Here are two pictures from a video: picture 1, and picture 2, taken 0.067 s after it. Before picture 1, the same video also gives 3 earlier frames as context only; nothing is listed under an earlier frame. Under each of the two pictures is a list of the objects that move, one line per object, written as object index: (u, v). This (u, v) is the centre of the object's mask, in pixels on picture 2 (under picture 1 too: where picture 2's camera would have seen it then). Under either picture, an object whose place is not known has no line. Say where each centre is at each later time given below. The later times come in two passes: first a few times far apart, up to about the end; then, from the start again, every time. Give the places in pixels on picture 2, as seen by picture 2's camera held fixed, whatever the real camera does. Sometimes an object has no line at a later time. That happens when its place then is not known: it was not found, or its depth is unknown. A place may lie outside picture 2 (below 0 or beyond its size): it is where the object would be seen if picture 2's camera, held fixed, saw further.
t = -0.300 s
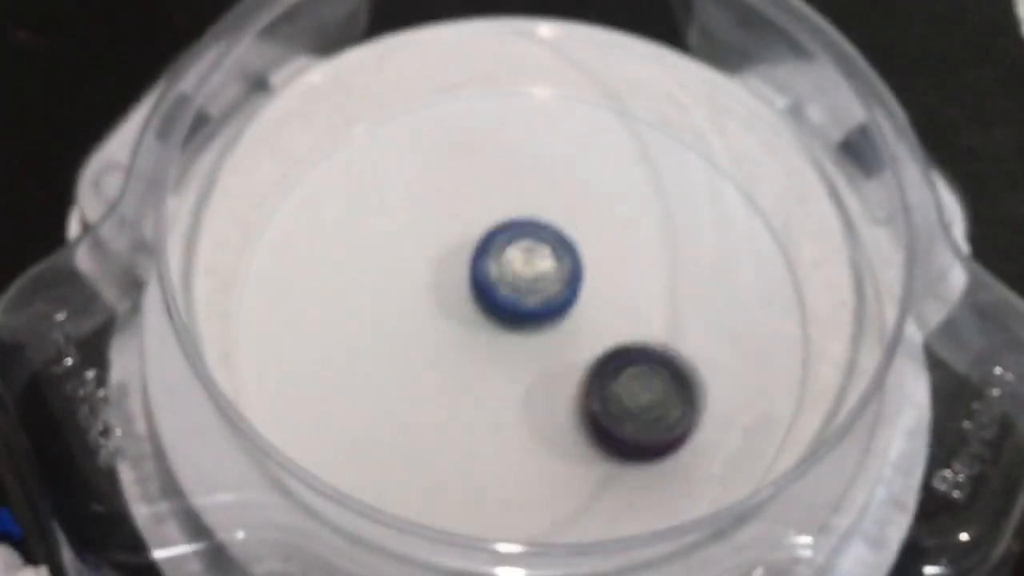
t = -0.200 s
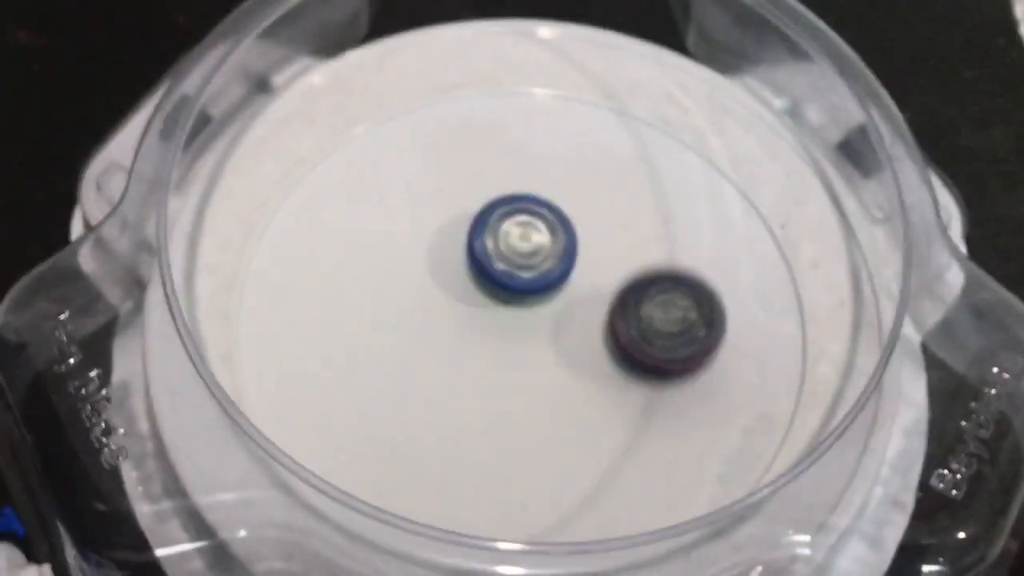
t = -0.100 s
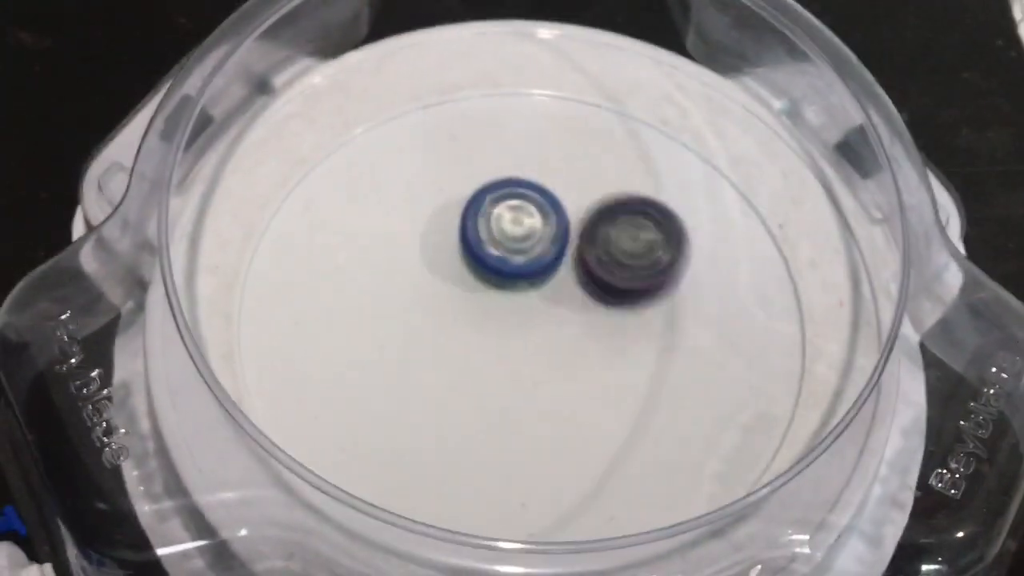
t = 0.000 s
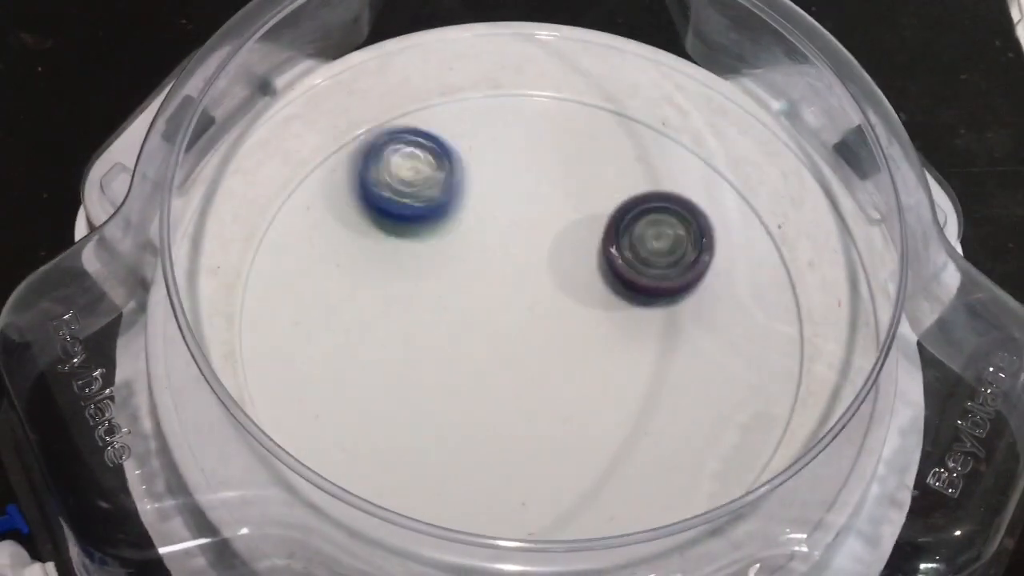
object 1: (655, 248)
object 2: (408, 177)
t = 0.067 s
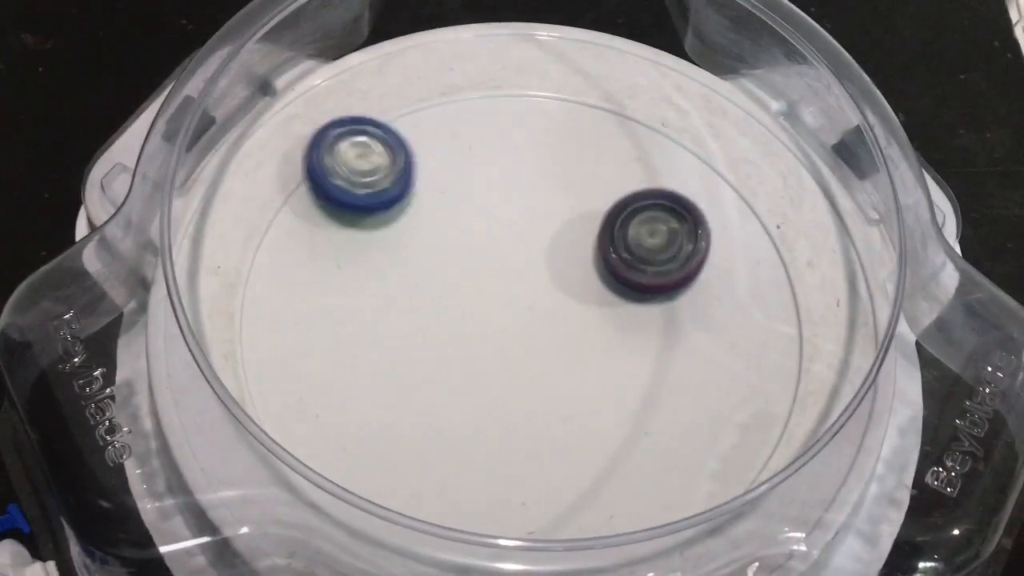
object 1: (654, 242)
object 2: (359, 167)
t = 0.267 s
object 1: (600, 253)
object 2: (327, 235)
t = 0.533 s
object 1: (535, 359)
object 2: (432, 307)
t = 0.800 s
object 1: (573, 407)
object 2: (520, 297)
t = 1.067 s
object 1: (543, 388)
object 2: (578, 289)
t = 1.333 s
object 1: (469, 352)
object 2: (596, 300)
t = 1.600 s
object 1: (464, 326)
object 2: (581, 322)
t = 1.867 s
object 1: (445, 292)
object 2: (586, 360)
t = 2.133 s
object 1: (476, 270)
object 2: (553, 367)
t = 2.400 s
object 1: (564, 248)
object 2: (507, 377)
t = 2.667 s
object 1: (558, 259)
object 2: (479, 353)
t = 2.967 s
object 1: (574, 298)
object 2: (442, 315)
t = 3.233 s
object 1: (551, 369)
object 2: (451, 285)
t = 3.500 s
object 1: (527, 393)
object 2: (497, 266)
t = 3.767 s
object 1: (485, 357)
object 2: (551, 266)
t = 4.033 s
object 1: (457, 294)
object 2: (587, 290)
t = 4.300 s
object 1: (472, 254)
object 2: (591, 323)
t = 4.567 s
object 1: (519, 256)
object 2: (563, 351)
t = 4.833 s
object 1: (571, 271)
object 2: (519, 369)
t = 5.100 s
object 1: (583, 312)
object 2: (475, 351)
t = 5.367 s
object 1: (562, 350)
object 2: (449, 313)
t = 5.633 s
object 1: (523, 363)
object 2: (462, 271)
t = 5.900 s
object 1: (487, 351)
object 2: (508, 245)
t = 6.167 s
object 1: (466, 322)
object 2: (575, 246)
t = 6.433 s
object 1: (485, 298)
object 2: (618, 282)
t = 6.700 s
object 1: (517, 278)
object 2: (624, 337)
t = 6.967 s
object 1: (536, 279)
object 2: (570, 382)
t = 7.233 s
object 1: (540, 283)
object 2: (486, 383)
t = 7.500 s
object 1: (537, 300)
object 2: (430, 335)
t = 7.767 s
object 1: (536, 323)
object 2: (426, 271)
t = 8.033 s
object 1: (522, 334)
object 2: (486, 232)
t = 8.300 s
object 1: (485, 354)
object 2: (581, 228)
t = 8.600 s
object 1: (446, 378)
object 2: (627, 296)
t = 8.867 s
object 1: (460, 330)
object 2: (599, 368)
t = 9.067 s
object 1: (464, 286)
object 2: (591, 432)
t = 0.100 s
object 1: (648, 240)
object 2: (343, 172)
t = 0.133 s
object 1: (642, 236)
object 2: (331, 181)
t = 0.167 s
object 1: (632, 239)
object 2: (323, 194)
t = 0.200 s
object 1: (622, 242)
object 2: (321, 207)
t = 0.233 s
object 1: (611, 246)
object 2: (322, 220)
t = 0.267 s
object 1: (600, 253)
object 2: (327, 235)
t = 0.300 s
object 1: (588, 264)
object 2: (334, 248)
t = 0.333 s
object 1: (576, 276)
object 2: (344, 260)
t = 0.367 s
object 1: (565, 290)
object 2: (356, 272)
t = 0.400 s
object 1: (556, 305)
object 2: (369, 282)
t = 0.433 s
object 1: (548, 319)
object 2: (384, 290)
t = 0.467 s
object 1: (541, 333)
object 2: (400, 298)
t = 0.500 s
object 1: (537, 347)
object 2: (416, 304)
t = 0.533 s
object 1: (535, 359)
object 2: (432, 307)
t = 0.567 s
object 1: (539, 377)
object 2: (444, 307)
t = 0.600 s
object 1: (541, 389)
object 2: (456, 305)
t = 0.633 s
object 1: (546, 396)
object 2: (468, 303)
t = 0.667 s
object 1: (556, 400)
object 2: (480, 302)
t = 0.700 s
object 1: (561, 405)
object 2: (490, 301)
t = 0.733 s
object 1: (566, 408)
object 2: (500, 300)
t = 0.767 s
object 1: (570, 408)
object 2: (510, 299)
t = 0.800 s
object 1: (573, 407)
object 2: (520, 297)
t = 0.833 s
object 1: (575, 406)
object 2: (529, 296)
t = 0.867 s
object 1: (577, 405)
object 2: (538, 295)
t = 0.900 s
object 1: (576, 404)
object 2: (546, 293)
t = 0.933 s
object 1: (571, 403)
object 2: (553, 293)
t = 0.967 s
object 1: (566, 400)
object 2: (560, 292)
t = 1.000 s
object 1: (560, 397)
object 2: (567, 291)
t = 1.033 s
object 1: (551, 392)
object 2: (573, 290)
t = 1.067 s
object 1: (543, 388)
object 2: (578, 289)
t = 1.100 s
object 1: (534, 383)
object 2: (583, 289)
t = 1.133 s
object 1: (522, 379)
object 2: (587, 290)
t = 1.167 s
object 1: (510, 374)
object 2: (590, 291)
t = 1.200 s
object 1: (500, 370)
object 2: (592, 292)
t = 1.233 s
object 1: (491, 365)
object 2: (594, 294)
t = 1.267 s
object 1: (481, 360)
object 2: (595, 296)
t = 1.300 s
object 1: (475, 356)
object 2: (596, 297)
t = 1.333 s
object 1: (469, 352)
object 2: (596, 300)
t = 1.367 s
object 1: (465, 349)
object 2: (595, 302)
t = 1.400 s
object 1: (462, 345)
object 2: (595, 304)
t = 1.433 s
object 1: (461, 343)
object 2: (593, 307)
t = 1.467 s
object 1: (461, 340)
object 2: (591, 310)
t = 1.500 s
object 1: (461, 337)
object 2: (589, 313)
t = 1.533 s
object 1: (461, 333)
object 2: (586, 316)
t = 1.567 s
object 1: (463, 330)
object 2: (583, 319)
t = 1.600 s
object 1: (464, 326)
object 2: (581, 322)
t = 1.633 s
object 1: (461, 321)
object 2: (582, 325)
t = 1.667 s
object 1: (459, 316)
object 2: (582, 328)
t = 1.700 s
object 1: (460, 312)
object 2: (580, 331)
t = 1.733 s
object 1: (461, 310)
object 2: (577, 334)
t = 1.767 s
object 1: (460, 307)
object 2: (576, 339)
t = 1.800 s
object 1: (452, 300)
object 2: (583, 348)
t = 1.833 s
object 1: (447, 295)
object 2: (586, 355)
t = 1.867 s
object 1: (445, 292)
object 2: (586, 360)
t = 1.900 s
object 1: (445, 290)
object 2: (584, 363)
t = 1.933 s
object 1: (445, 290)
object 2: (581, 366)
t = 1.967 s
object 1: (445, 290)
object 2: (578, 368)
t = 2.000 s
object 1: (445, 289)
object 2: (574, 368)
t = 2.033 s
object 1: (446, 285)
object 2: (569, 368)
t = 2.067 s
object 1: (449, 279)
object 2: (564, 368)
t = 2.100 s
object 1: (460, 274)
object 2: (558, 368)
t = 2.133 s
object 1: (476, 270)
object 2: (553, 367)
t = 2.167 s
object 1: (490, 268)
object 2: (548, 367)
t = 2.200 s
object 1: (503, 265)
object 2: (543, 365)
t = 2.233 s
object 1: (516, 261)
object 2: (537, 367)
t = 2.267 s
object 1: (529, 255)
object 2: (530, 373)
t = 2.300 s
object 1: (541, 250)
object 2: (523, 376)
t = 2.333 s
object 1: (551, 248)
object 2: (517, 377)
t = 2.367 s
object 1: (558, 247)
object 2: (512, 377)
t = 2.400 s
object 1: (564, 248)
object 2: (507, 377)
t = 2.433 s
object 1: (567, 250)
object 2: (503, 375)
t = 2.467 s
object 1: (567, 253)
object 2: (499, 373)
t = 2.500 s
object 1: (565, 255)
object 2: (495, 371)
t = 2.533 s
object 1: (563, 255)
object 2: (492, 368)
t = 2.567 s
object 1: (560, 256)
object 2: (488, 365)
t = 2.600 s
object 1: (558, 256)
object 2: (485, 361)
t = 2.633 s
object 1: (558, 258)
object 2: (482, 357)
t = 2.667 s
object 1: (558, 259)
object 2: (479, 353)
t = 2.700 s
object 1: (559, 261)
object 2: (476, 348)
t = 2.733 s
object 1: (560, 264)
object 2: (473, 343)
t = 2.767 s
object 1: (561, 268)
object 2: (471, 338)
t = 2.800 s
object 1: (563, 272)
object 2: (469, 333)
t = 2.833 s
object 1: (569, 274)
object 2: (460, 330)
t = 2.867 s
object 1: (574, 278)
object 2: (451, 326)
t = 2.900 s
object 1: (577, 284)
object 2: (445, 322)
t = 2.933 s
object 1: (577, 290)
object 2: (443, 318)
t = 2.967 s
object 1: (574, 298)
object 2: (442, 315)
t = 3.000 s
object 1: (569, 305)
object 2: (442, 312)
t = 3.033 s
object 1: (564, 313)
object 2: (443, 309)
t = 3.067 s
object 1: (558, 320)
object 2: (444, 306)
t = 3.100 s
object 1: (558, 332)
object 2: (442, 301)
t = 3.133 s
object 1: (557, 344)
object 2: (442, 297)
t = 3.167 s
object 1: (555, 354)
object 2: (444, 293)
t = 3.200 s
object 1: (553, 362)
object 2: (447, 289)
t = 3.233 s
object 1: (551, 369)
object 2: (451, 285)
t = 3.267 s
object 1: (549, 375)
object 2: (455, 282)
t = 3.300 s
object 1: (547, 380)
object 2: (460, 279)
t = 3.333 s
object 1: (545, 384)
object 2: (466, 276)
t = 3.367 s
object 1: (542, 387)
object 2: (472, 274)
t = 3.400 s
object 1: (539, 390)
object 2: (478, 272)
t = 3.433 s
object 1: (535, 392)
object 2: (484, 270)
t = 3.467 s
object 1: (531, 393)
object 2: (491, 268)
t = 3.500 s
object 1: (527, 393)
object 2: (497, 266)
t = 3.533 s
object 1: (522, 392)
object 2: (504, 265)
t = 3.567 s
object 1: (517, 390)
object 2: (511, 265)
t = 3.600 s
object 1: (512, 388)
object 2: (518, 264)
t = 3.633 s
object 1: (507, 383)
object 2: (525, 263)
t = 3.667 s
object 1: (501, 378)
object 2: (531, 264)
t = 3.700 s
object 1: (495, 372)
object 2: (538, 264)
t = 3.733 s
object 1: (490, 365)
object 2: (544, 265)
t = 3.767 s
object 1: (485, 357)
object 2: (551, 266)
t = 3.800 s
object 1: (479, 350)
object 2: (557, 267)
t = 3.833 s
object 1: (475, 341)
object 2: (562, 269)
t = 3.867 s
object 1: (471, 332)
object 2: (567, 272)
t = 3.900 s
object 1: (467, 324)
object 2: (572, 275)
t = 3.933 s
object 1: (464, 316)
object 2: (577, 279)
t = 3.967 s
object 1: (461, 309)
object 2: (581, 282)
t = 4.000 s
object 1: (459, 301)
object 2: (585, 286)
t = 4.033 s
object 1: (457, 294)
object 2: (587, 290)
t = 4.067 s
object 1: (457, 287)
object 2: (590, 295)
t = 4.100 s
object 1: (457, 281)
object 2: (592, 300)
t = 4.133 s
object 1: (458, 275)
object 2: (593, 304)
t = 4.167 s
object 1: (460, 271)
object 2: (594, 308)
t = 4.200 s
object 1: (462, 266)
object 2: (594, 312)
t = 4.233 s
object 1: (465, 262)
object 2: (594, 316)
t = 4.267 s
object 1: (468, 258)
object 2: (592, 320)
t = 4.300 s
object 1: (472, 254)
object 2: (591, 323)
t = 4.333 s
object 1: (477, 252)
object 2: (589, 327)
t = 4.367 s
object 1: (481, 250)
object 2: (586, 331)
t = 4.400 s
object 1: (486, 249)
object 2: (583, 335)
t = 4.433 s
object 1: (491, 249)
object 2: (580, 339)
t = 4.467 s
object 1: (497, 250)
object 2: (576, 342)
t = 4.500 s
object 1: (504, 252)
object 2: (572, 345)
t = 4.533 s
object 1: (512, 253)
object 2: (568, 348)
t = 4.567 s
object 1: (519, 256)
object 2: (563, 351)
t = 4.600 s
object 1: (528, 257)
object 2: (558, 356)
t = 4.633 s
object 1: (536, 257)
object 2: (553, 361)
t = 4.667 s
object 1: (544, 258)
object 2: (548, 364)
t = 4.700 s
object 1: (550, 259)
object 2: (542, 367)
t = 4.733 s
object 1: (555, 261)
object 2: (536, 368)
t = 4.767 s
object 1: (561, 264)
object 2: (531, 369)
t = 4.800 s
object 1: (566, 267)
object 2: (525, 370)
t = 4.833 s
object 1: (571, 271)
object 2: (519, 369)
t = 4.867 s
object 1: (575, 275)
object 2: (513, 369)
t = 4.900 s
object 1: (579, 279)
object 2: (507, 368)
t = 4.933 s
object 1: (582, 284)
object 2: (502, 366)
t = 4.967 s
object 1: (584, 289)
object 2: (496, 364)
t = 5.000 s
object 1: (584, 294)
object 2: (490, 362)
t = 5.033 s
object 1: (585, 300)
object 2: (485, 359)
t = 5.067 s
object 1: (584, 306)
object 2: (480, 355)
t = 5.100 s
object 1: (583, 312)
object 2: (475, 351)
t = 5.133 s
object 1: (582, 318)
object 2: (471, 347)
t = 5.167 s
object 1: (581, 324)
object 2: (465, 343)
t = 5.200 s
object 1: (580, 329)
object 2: (460, 339)
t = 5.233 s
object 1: (578, 333)
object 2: (456, 333)
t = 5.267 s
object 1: (574, 338)
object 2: (454, 329)
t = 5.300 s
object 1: (571, 343)
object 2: (452, 324)
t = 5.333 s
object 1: (567, 346)
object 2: (450, 319)
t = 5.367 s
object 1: (562, 350)
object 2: (449, 313)
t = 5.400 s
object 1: (558, 353)
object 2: (450, 308)
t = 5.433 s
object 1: (552, 355)
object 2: (450, 303)
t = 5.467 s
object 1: (546, 358)
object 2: (450, 297)
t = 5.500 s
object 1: (541, 360)
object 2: (452, 291)
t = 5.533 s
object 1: (537, 362)
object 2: (454, 286)
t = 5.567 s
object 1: (532, 363)
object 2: (456, 281)
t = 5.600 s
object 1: (528, 364)
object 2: (459, 276)
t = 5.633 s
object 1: (523, 363)
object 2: (462, 271)
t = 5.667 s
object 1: (517, 362)
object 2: (466, 267)
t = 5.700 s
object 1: (513, 361)
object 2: (471, 263)
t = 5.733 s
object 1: (508, 358)
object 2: (476, 259)
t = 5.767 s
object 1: (503, 357)
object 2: (482, 255)
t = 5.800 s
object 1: (498, 357)
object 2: (488, 251)
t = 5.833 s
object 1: (493, 355)
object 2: (495, 249)
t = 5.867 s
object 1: (490, 353)
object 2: (501, 246)
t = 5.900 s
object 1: (487, 351)
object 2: (508, 245)
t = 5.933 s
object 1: (484, 348)
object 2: (514, 244)
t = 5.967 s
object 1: (482, 343)
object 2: (521, 244)
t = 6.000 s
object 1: (479, 339)
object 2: (528, 245)
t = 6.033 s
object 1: (478, 335)
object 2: (535, 246)
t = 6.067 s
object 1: (477, 331)
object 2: (542, 248)
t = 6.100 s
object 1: (473, 328)
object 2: (553, 248)
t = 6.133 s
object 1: (468, 325)
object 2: (565, 246)
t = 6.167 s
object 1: (466, 322)
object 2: (575, 246)
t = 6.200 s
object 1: (465, 319)
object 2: (584, 248)
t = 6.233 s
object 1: (466, 316)
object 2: (591, 252)
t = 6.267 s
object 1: (467, 313)
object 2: (596, 256)
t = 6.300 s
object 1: (469, 310)
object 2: (602, 260)
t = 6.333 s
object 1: (471, 307)
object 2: (606, 265)
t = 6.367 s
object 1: (476, 305)
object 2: (611, 270)
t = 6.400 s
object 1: (481, 301)
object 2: (615, 276)
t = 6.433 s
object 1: (485, 298)
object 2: (618, 282)
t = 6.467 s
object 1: (490, 295)
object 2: (620, 287)
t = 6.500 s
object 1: (497, 293)
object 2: (621, 294)
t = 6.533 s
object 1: (504, 290)
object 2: (622, 301)
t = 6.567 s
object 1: (509, 287)
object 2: (622, 307)
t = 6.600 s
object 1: (510, 283)
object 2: (626, 315)
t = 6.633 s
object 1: (513, 281)
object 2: (628, 322)
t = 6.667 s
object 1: (516, 279)
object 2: (627, 330)
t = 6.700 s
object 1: (517, 278)
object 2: (624, 337)
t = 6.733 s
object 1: (520, 277)
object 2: (620, 344)
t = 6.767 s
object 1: (523, 277)
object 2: (615, 351)
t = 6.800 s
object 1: (525, 276)
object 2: (608, 356)
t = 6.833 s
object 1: (527, 278)
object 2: (602, 362)
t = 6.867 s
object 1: (530, 279)
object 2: (594, 367)
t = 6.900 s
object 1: (532, 280)
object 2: (586, 372)
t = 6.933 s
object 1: (534, 278)
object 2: (579, 378)
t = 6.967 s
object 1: (536, 279)
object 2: (570, 382)
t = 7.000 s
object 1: (537, 279)
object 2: (561, 386)
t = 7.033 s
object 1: (536, 279)
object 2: (551, 387)
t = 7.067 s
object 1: (536, 280)
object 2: (541, 388)
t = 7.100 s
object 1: (537, 281)
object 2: (531, 387)
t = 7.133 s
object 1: (537, 282)
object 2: (521, 386)
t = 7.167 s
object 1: (537, 283)
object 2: (511, 384)
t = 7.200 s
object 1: (539, 283)
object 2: (498, 385)
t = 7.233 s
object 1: (540, 283)
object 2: (486, 383)
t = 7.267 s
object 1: (540, 284)
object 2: (475, 380)
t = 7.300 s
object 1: (541, 285)
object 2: (466, 376)
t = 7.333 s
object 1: (541, 287)
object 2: (458, 370)
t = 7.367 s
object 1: (540, 288)
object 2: (451, 364)
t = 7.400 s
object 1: (540, 291)
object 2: (444, 357)
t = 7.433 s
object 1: (540, 293)
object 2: (438, 350)
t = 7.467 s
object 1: (538, 296)
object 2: (434, 342)
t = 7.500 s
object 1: (537, 300)
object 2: (430, 335)
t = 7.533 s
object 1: (540, 303)
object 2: (423, 327)
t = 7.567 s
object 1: (539, 305)
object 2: (419, 318)
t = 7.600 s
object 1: (539, 309)
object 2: (416, 310)
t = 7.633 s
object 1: (540, 312)
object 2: (416, 302)
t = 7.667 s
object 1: (539, 314)
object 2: (417, 294)
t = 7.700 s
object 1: (538, 318)
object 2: (419, 286)
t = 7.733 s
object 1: (538, 320)
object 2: (422, 278)
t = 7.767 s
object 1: (536, 323)
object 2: (426, 271)
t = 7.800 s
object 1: (535, 326)
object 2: (432, 264)
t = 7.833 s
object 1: (534, 328)
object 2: (438, 258)
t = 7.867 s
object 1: (531, 330)
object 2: (444, 252)
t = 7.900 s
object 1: (529, 332)
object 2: (452, 247)
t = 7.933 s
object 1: (528, 333)
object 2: (460, 242)
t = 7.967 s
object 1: (525, 334)
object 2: (468, 237)
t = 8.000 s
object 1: (523, 334)
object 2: (477, 234)
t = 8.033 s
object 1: (522, 334)
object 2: (486, 232)
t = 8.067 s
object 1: (518, 334)
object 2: (496, 230)
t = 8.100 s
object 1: (517, 334)
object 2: (506, 229)
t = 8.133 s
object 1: (515, 332)
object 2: (516, 229)
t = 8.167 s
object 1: (513, 331)
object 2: (526, 230)
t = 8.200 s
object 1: (512, 329)
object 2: (537, 231)
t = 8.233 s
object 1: (506, 331)
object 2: (548, 232)
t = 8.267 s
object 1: (493, 343)
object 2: (567, 229)
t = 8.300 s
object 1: (485, 354)
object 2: (581, 228)
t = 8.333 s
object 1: (477, 362)
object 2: (596, 231)
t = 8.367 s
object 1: (472, 367)
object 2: (607, 236)
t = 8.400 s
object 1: (469, 371)
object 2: (615, 244)
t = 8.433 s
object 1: (462, 374)
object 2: (620, 253)
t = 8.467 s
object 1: (456, 377)
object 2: (623, 261)
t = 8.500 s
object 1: (451, 379)
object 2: (626, 269)
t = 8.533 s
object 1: (446, 379)
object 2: (627, 278)
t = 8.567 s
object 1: (446, 379)
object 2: (627, 287)
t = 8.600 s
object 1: (446, 378)
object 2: (627, 296)
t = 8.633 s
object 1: (447, 377)
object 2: (625, 305)
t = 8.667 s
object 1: (448, 373)
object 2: (622, 313)
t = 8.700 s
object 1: (452, 369)
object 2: (618, 321)
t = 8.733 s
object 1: (456, 363)
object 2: (612, 330)
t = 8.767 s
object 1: (460, 358)
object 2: (606, 338)
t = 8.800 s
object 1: (467, 353)
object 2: (597, 346)
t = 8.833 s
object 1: (473, 347)
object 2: (589, 354)
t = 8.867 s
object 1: (460, 330)
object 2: (599, 368)
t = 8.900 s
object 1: (449, 316)
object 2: (610, 385)
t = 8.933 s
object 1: (447, 305)
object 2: (615, 402)
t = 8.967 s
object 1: (450, 299)
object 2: (614, 418)
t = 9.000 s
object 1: (455, 294)
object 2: (608, 426)
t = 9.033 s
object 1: (459, 290)
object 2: (600, 430)
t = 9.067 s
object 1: (464, 286)
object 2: (591, 432)
